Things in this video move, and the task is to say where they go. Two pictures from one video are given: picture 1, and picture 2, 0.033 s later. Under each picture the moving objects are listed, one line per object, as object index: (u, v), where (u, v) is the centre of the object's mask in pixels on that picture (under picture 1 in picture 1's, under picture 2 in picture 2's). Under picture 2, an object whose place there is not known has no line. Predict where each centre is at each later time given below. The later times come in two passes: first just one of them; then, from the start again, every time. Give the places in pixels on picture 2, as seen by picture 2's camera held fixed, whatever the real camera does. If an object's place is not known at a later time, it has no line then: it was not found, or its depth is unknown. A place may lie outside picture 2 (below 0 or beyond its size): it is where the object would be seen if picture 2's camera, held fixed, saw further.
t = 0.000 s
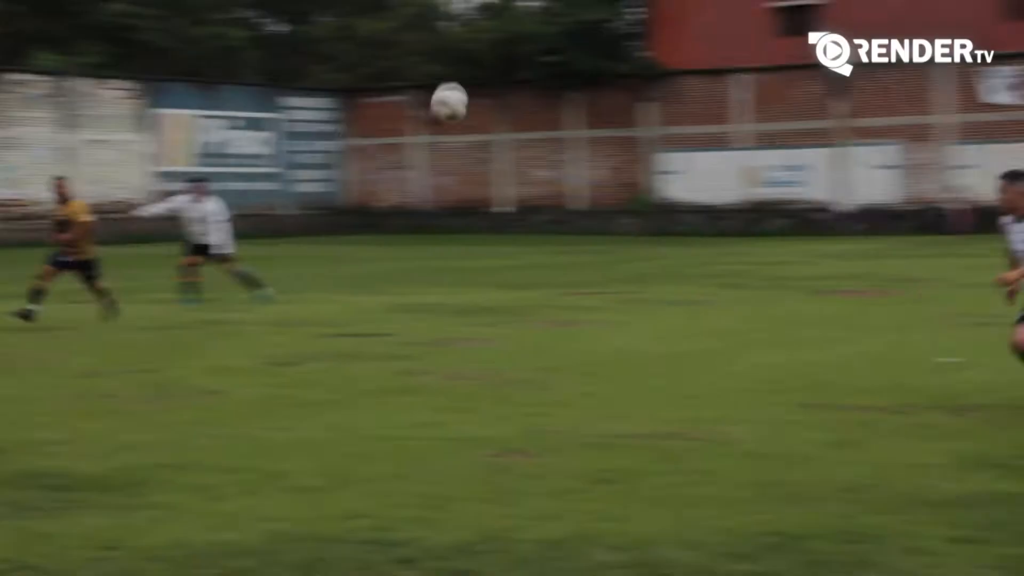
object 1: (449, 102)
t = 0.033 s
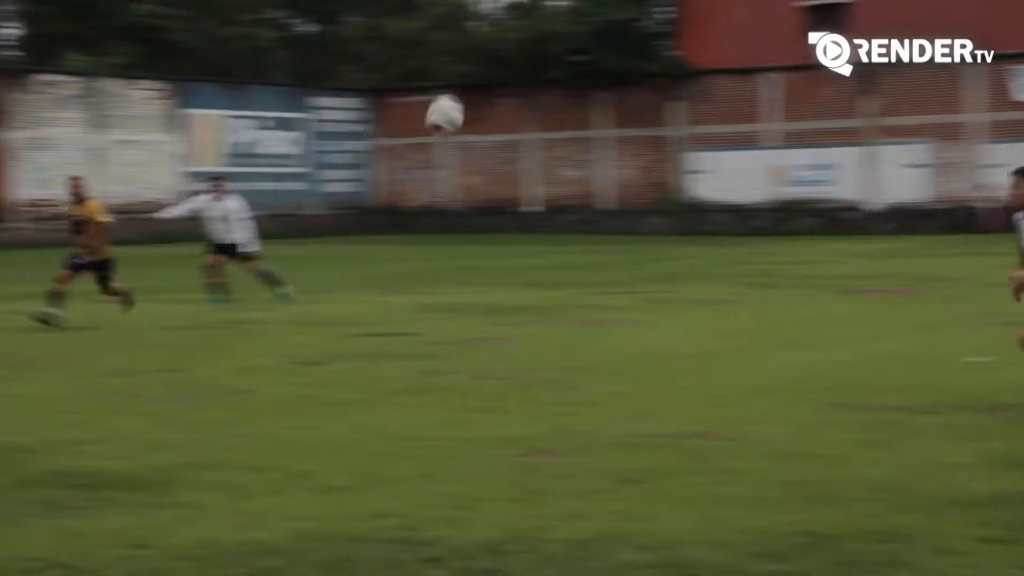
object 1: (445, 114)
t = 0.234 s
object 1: (256, 237)
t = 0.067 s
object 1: (413, 132)
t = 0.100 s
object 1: (376, 147)
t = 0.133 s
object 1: (341, 169)
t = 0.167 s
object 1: (312, 192)
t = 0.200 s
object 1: (283, 216)
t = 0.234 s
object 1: (256, 237)
